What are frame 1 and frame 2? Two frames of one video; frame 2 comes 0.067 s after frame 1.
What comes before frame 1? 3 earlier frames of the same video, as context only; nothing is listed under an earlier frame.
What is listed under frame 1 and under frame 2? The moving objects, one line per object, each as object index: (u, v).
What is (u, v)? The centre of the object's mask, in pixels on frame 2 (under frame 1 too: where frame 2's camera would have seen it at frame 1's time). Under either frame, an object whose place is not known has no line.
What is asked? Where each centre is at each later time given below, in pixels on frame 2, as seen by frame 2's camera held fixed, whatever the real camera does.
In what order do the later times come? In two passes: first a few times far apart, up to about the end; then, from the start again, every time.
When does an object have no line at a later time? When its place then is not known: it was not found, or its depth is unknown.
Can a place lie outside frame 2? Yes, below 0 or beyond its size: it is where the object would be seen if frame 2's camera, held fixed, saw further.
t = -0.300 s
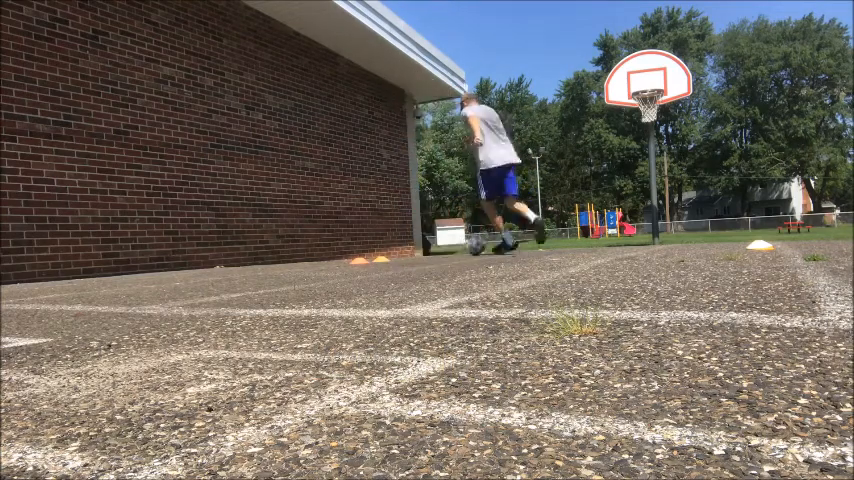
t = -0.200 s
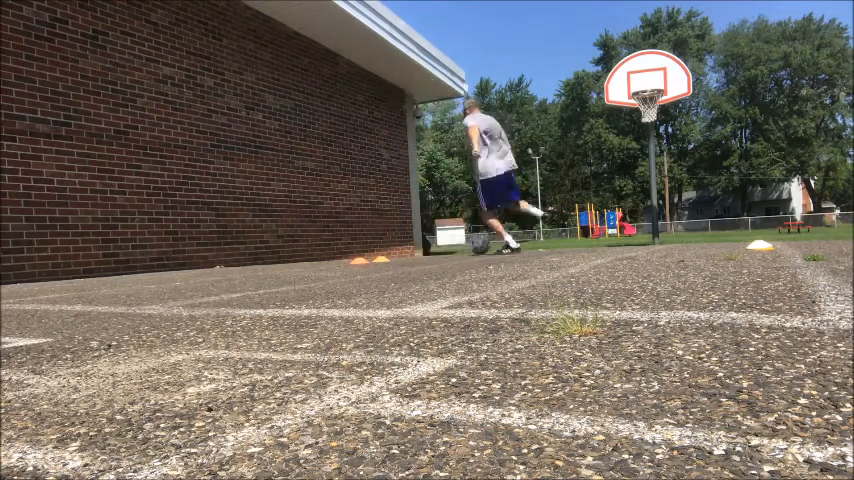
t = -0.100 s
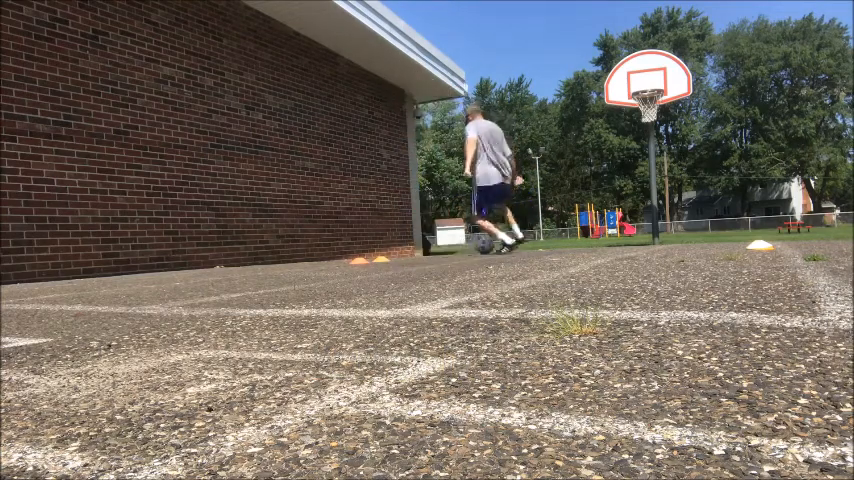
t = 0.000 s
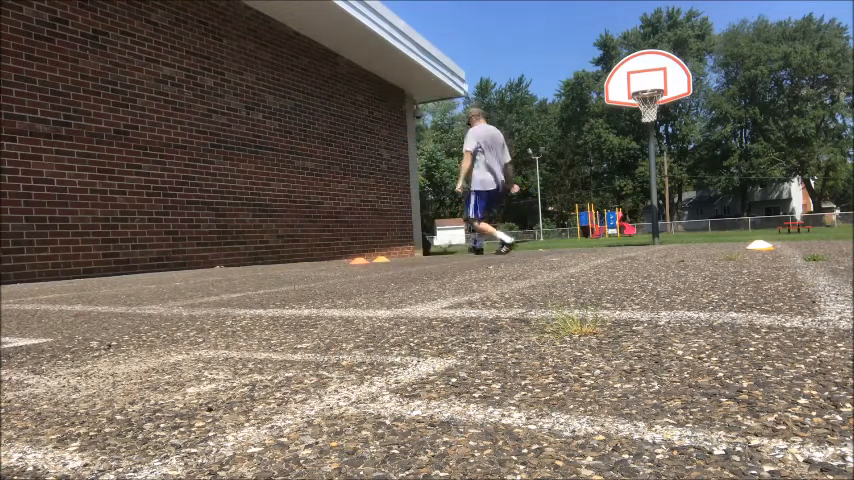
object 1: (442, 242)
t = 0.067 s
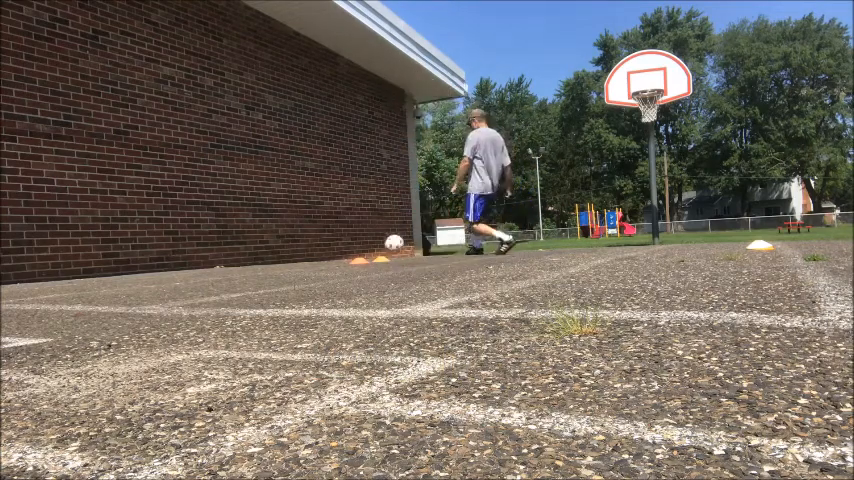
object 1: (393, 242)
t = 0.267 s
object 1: (271, 254)
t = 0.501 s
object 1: (339, 251)
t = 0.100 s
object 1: (370, 244)
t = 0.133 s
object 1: (348, 248)
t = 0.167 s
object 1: (326, 252)
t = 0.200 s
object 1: (307, 252)
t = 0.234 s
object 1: (289, 253)
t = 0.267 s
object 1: (271, 254)
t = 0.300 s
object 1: (275, 253)
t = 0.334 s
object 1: (287, 254)
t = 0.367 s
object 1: (298, 254)
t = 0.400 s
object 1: (309, 253)
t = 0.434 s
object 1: (319, 252)
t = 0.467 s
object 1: (329, 251)
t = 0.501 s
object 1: (339, 251)
